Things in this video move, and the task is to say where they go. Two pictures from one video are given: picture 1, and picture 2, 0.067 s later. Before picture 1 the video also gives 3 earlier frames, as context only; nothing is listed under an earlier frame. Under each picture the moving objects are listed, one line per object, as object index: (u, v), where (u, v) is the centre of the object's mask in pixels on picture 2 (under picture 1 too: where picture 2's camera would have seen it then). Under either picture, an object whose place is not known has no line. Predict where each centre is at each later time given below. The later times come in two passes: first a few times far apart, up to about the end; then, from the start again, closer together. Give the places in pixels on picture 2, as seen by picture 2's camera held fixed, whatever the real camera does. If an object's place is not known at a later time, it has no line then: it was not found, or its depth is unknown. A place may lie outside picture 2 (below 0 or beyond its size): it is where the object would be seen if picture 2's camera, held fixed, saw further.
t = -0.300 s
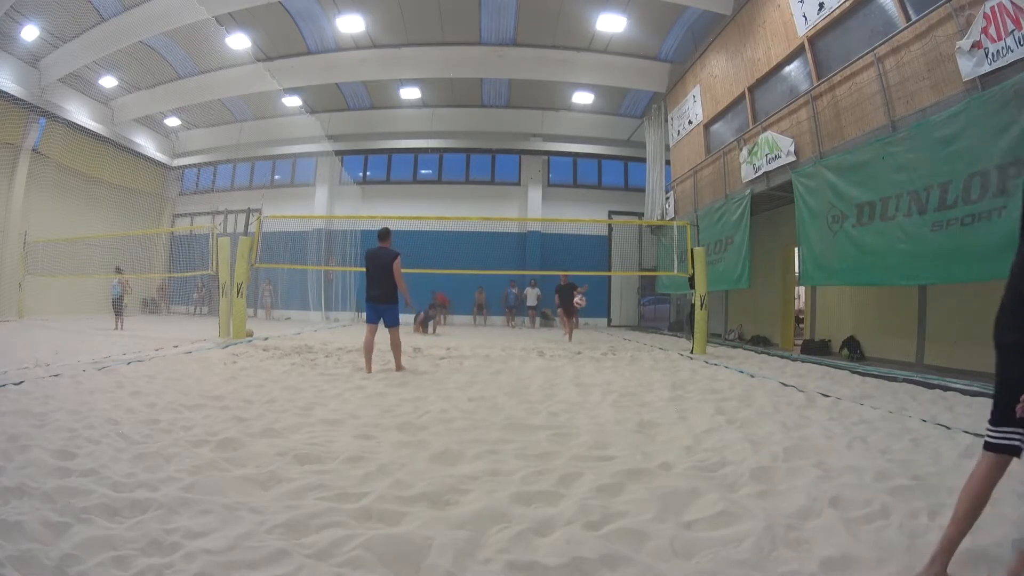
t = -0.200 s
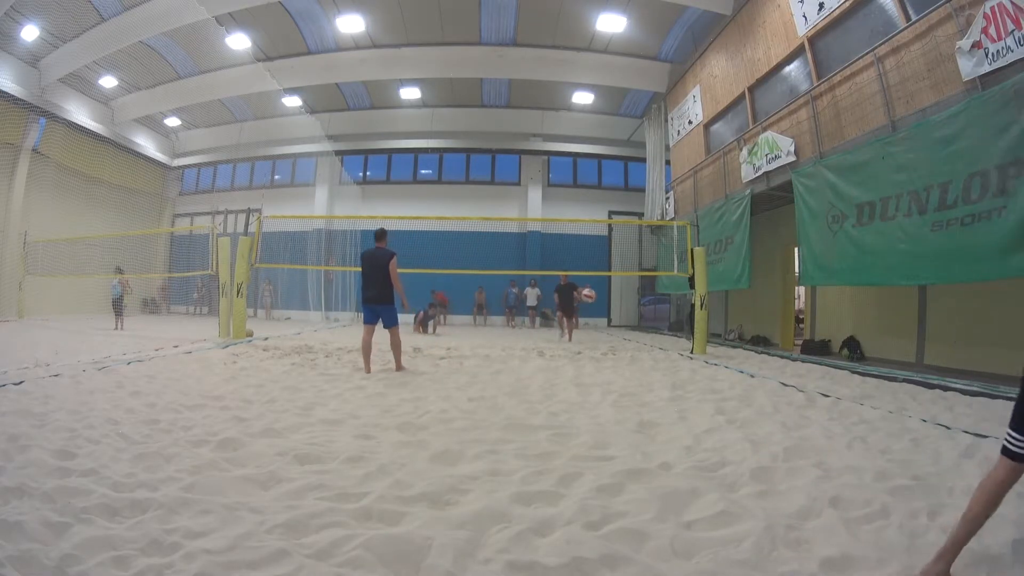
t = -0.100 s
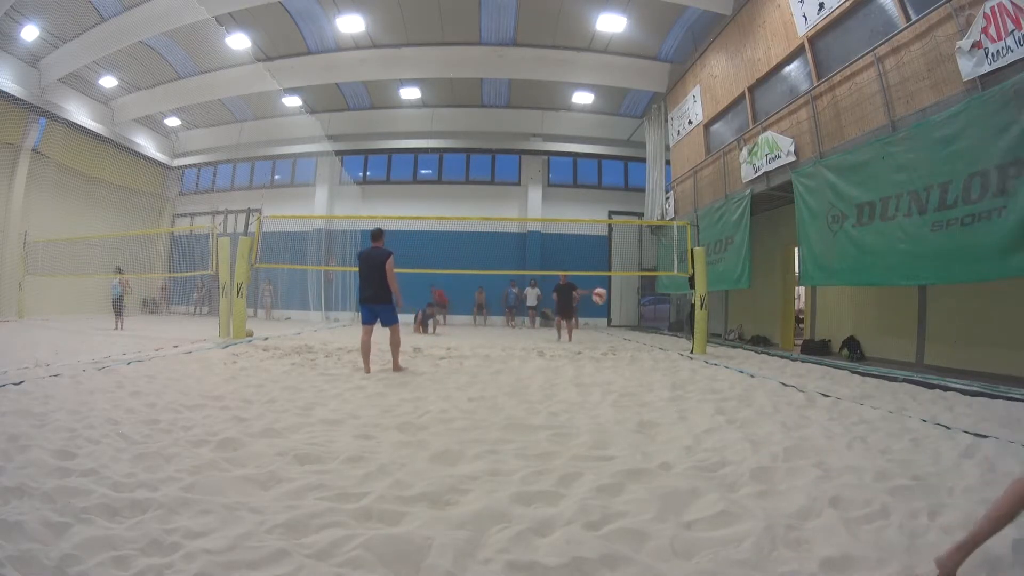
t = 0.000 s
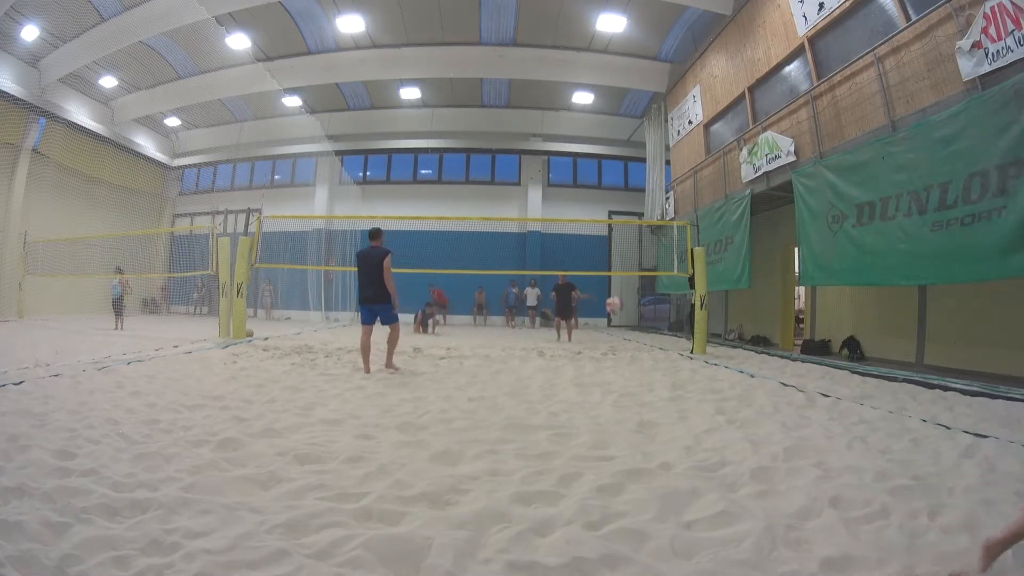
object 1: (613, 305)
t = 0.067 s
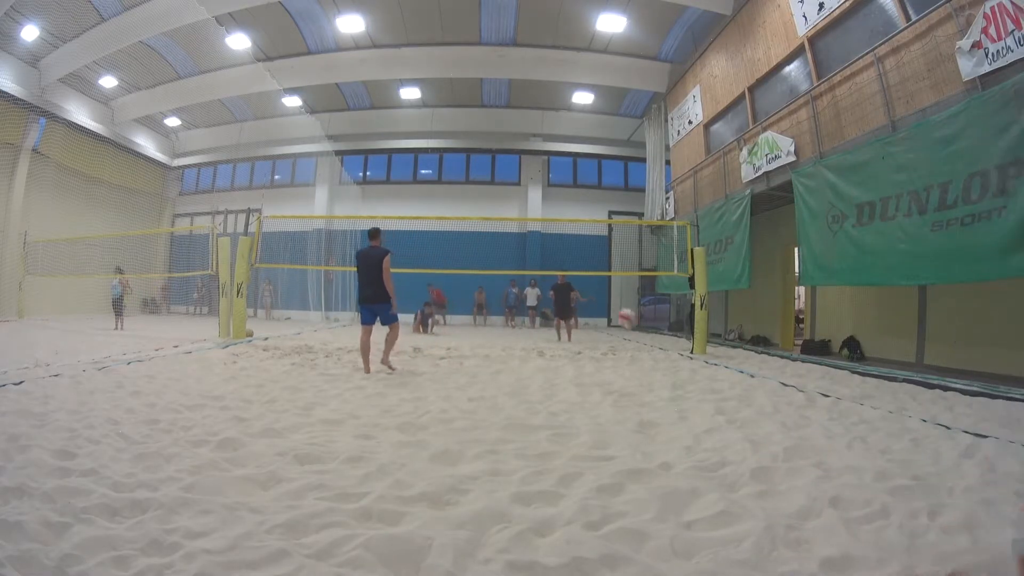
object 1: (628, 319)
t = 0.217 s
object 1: (667, 381)
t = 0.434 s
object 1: (744, 383)
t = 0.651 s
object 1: (876, 389)
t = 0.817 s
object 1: (1009, 506)
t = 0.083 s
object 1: (631, 323)
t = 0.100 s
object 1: (635, 328)
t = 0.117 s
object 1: (639, 333)
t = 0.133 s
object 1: (643, 339)
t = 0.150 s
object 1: (647, 346)
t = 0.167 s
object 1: (652, 354)
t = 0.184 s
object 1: (657, 363)
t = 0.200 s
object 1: (661, 371)
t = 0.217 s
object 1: (667, 381)
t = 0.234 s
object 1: (673, 393)
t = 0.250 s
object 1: (679, 406)
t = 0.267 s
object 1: (686, 417)
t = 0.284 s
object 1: (689, 416)
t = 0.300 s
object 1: (694, 411)
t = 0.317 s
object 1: (699, 407)
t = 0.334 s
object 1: (706, 402)
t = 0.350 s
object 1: (711, 399)
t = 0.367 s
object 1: (718, 395)
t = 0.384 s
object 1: (725, 392)
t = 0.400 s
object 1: (731, 388)
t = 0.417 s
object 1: (737, 384)
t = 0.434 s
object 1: (744, 383)
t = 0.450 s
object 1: (753, 380)
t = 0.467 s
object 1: (760, 378)
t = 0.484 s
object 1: (769, 376)
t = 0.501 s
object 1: (777, 374)
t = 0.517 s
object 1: (786, 373)
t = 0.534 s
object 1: (795, 373)
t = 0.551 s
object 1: (806, 374)
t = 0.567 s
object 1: (817, 374)
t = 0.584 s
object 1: (828, 376)
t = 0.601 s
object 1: (838, 378)
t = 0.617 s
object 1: (850, 381)
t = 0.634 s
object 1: (862, 385)
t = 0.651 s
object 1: (876, 389)
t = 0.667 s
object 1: (890, 395)
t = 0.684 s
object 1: (903, 403)
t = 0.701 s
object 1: (917, 410)
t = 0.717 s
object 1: (931, 421)
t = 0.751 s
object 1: (961, 442)
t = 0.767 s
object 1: (977, 454)
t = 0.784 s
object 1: (992, 471)
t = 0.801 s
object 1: (1002, 484)
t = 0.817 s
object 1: (1009, 506)
